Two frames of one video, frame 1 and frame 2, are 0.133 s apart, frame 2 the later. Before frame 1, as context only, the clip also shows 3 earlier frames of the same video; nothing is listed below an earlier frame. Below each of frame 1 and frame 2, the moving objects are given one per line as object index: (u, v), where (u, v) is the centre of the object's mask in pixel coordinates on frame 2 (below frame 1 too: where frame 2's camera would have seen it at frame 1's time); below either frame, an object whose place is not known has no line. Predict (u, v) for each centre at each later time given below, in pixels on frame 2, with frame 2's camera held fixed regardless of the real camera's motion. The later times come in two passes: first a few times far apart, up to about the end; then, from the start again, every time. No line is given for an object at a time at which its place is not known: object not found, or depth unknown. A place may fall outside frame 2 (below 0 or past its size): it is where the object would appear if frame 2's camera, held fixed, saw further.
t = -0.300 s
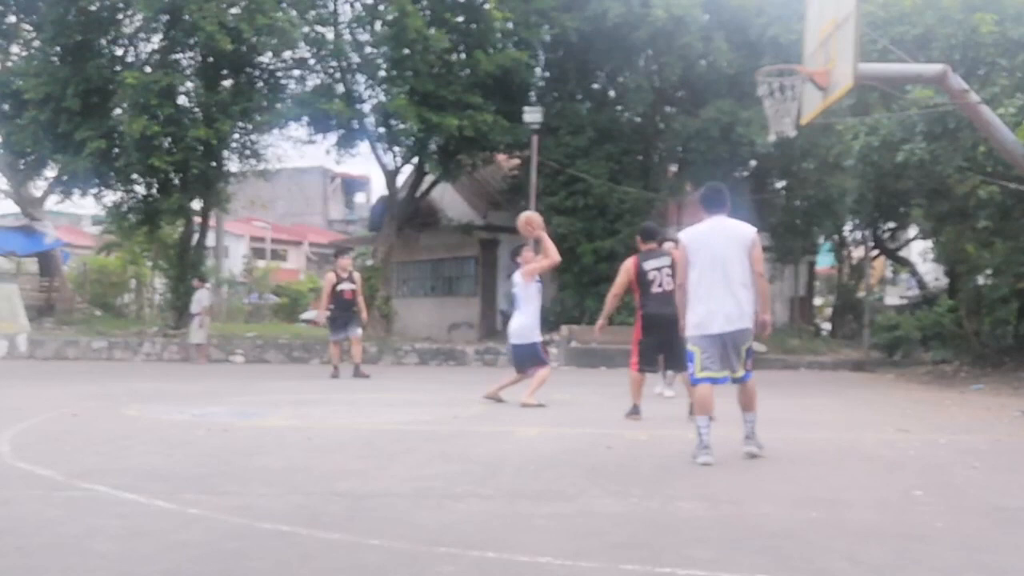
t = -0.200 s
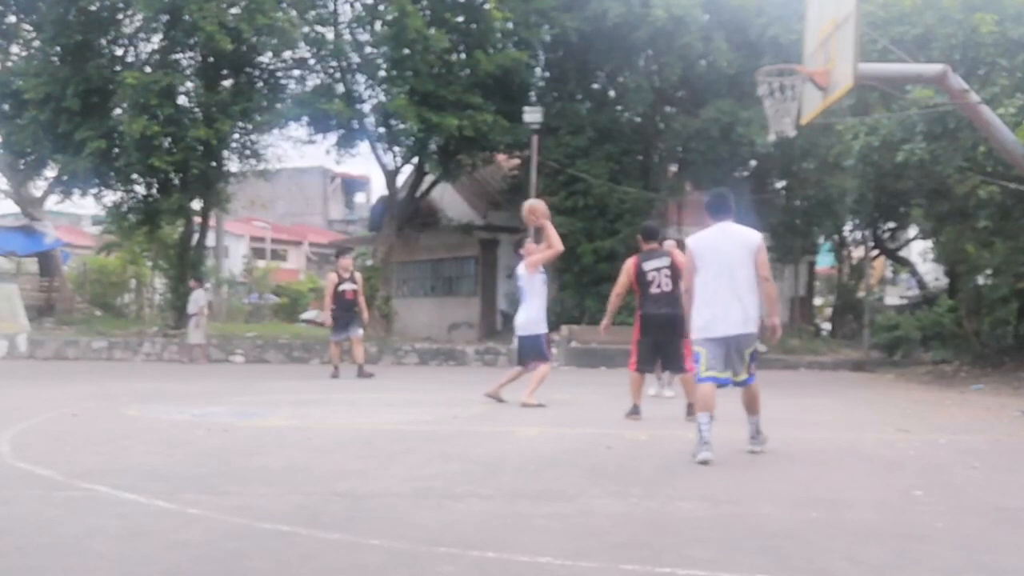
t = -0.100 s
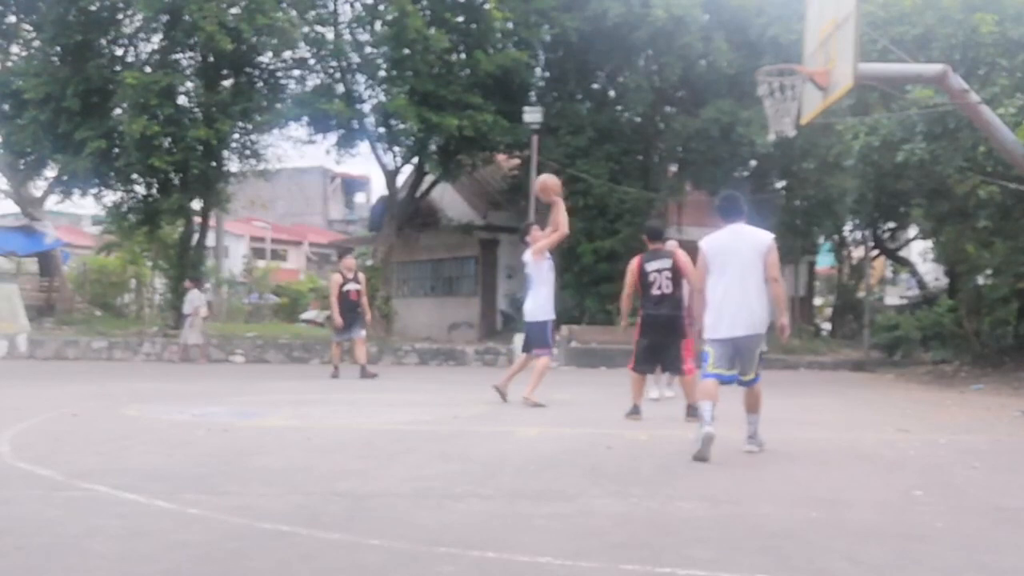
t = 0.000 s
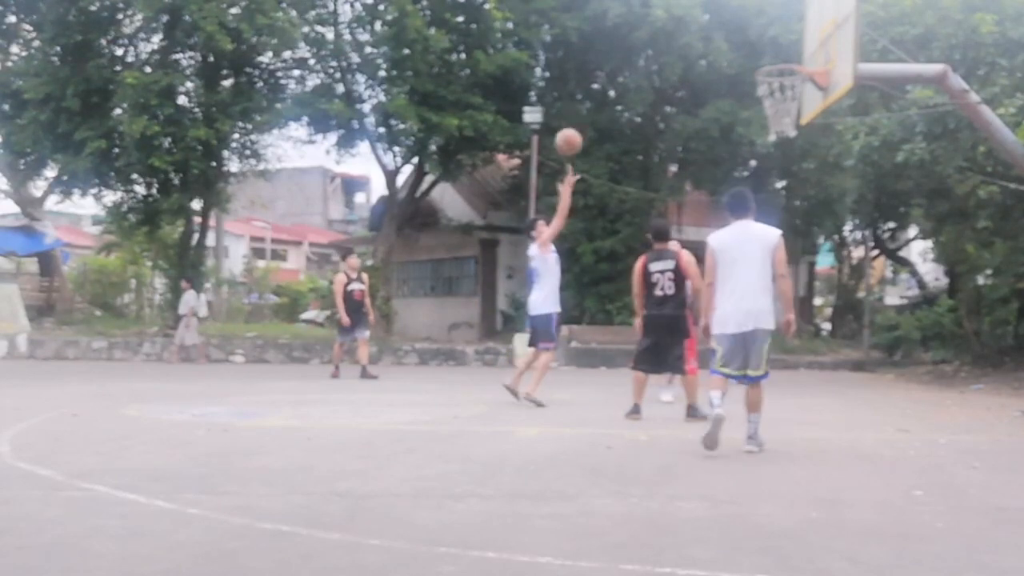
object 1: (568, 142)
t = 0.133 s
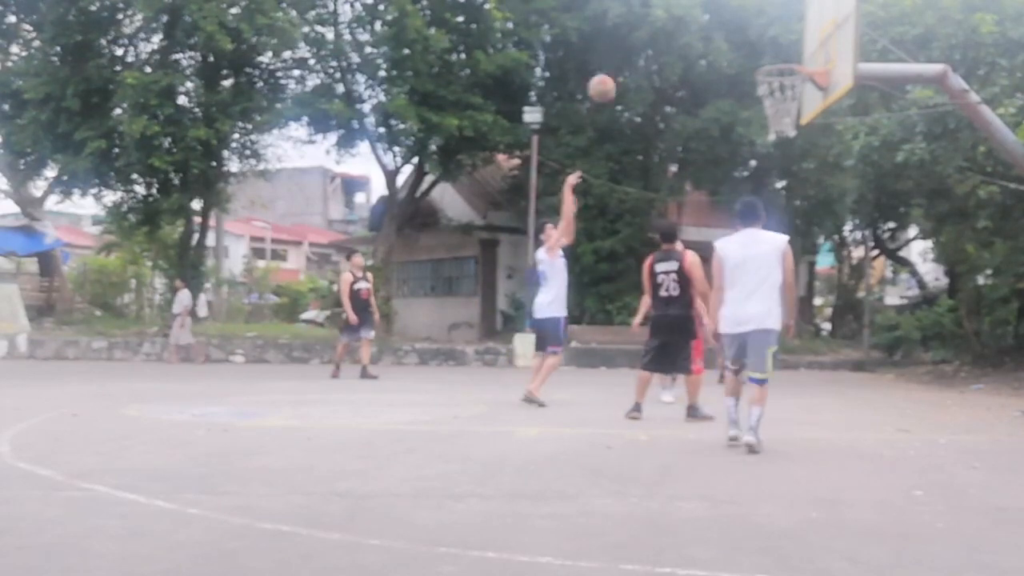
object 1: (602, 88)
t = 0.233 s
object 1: (627, 60)
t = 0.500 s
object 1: (693, 32)
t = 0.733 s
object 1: (747, 63)
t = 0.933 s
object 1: (707, 67)
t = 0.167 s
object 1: (610, 77)
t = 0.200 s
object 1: (618, 68)
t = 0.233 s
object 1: (627, 60)
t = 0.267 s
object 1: (635, 52)
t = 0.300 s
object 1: (643, 45)
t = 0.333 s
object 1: (651, 41)
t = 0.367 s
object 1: (659, 37)
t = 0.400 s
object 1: (668, 34)
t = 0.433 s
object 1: (676, 33)
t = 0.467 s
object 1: (685, 31)
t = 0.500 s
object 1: (693, 32)
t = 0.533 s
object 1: (702, 34)
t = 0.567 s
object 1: (710, 36)
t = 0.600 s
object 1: (719, 39)
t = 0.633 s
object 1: (726, 46)
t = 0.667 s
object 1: (735, 51)
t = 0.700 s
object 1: (744, 59)
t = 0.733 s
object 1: (747, 63)
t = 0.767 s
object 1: (739, 62)
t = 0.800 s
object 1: (733, 60)
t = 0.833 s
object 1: (727, 60)
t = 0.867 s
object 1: (721, 61)
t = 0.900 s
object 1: (714, 63)
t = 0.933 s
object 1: (707, 67)
